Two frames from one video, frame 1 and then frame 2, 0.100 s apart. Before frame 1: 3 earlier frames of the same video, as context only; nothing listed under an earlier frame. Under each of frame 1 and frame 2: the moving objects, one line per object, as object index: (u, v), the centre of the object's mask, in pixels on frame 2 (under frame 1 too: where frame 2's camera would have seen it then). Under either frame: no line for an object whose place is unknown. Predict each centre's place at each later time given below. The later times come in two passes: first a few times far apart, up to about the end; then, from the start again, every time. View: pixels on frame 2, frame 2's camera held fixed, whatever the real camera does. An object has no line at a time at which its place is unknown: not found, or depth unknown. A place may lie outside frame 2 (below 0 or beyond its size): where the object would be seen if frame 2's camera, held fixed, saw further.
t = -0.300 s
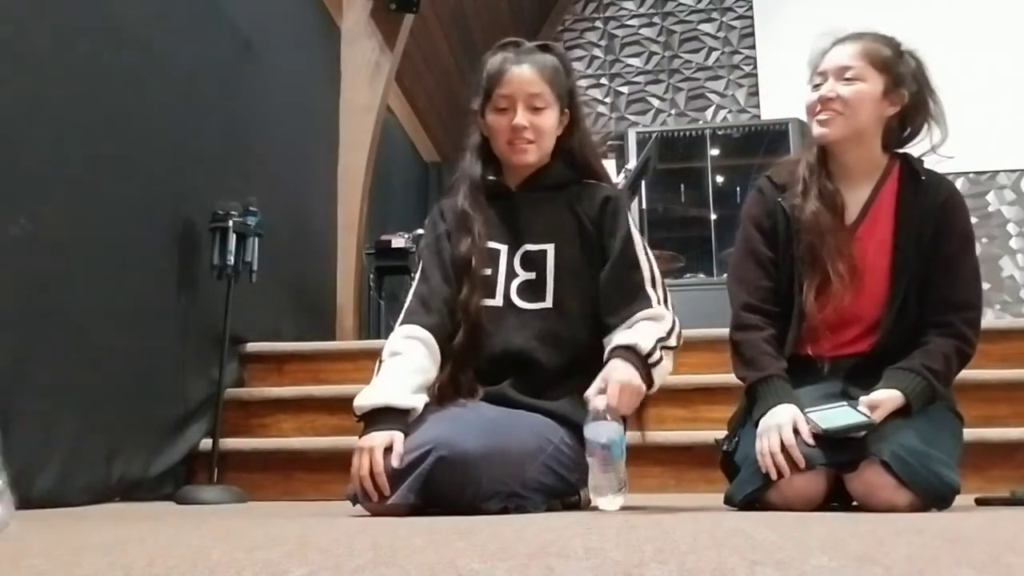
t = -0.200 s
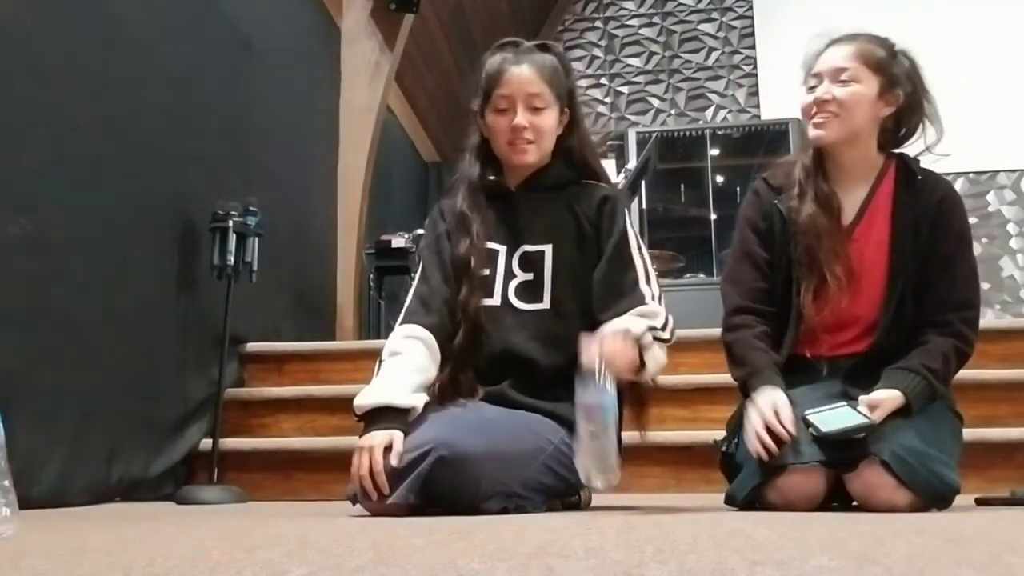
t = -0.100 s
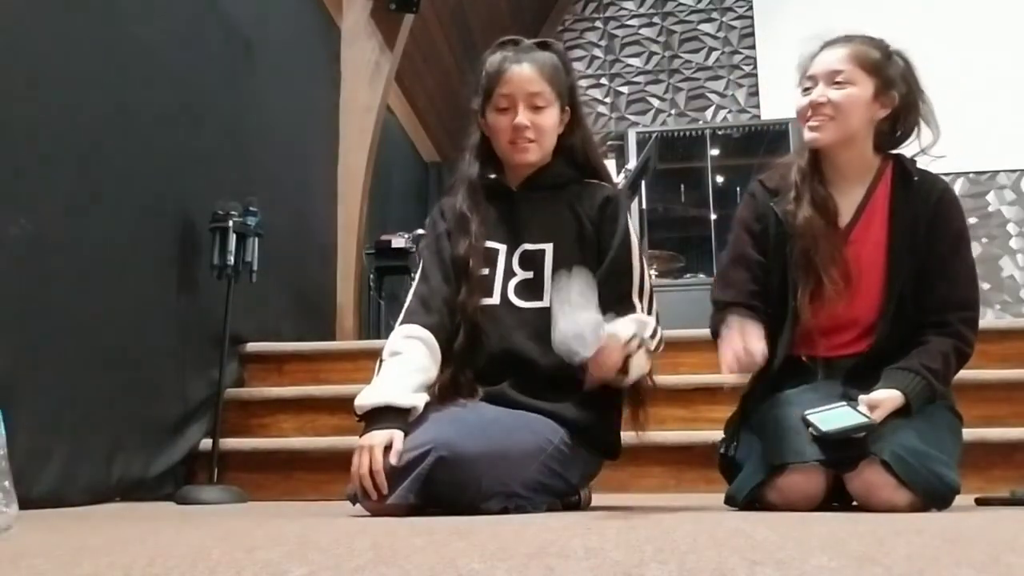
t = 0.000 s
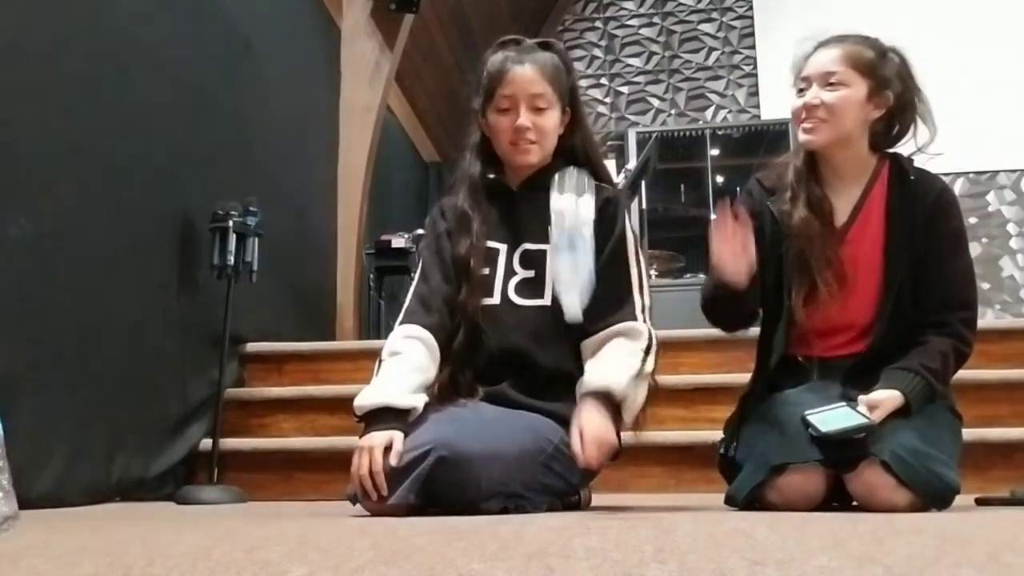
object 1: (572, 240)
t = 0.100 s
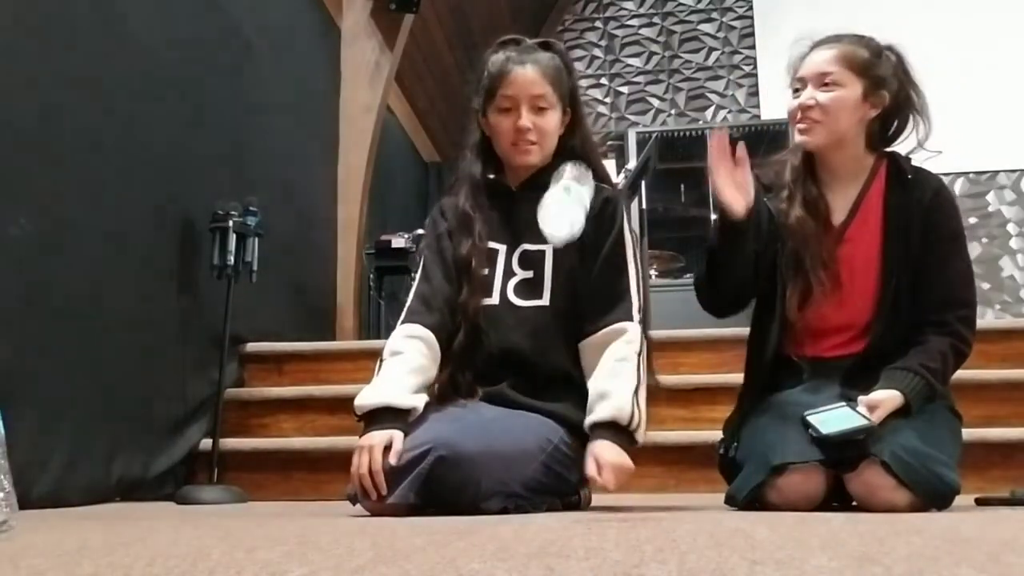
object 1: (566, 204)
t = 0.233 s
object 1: (563, 268)
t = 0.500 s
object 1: (555, 452)
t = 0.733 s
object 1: (555, 498)
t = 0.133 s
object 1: (566, 204)
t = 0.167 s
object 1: (565, 220)
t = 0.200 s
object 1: (564, 241)
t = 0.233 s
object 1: (563, 268)
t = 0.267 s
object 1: (561, 305)
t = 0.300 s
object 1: (561, 354)
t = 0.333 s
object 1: (561, 413)
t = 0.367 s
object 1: (560, 445)
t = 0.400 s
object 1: (558, 440)
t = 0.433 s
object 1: (557, 438)
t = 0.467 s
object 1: (556, 441)
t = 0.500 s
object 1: (555, 452)
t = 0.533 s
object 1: (553, 473)
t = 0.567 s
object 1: (553, 496)
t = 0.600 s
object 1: (553, 492)
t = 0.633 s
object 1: (552, 494)
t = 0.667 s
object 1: (553, 497)
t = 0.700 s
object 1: (554, 497)
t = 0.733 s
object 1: (555, 498)
